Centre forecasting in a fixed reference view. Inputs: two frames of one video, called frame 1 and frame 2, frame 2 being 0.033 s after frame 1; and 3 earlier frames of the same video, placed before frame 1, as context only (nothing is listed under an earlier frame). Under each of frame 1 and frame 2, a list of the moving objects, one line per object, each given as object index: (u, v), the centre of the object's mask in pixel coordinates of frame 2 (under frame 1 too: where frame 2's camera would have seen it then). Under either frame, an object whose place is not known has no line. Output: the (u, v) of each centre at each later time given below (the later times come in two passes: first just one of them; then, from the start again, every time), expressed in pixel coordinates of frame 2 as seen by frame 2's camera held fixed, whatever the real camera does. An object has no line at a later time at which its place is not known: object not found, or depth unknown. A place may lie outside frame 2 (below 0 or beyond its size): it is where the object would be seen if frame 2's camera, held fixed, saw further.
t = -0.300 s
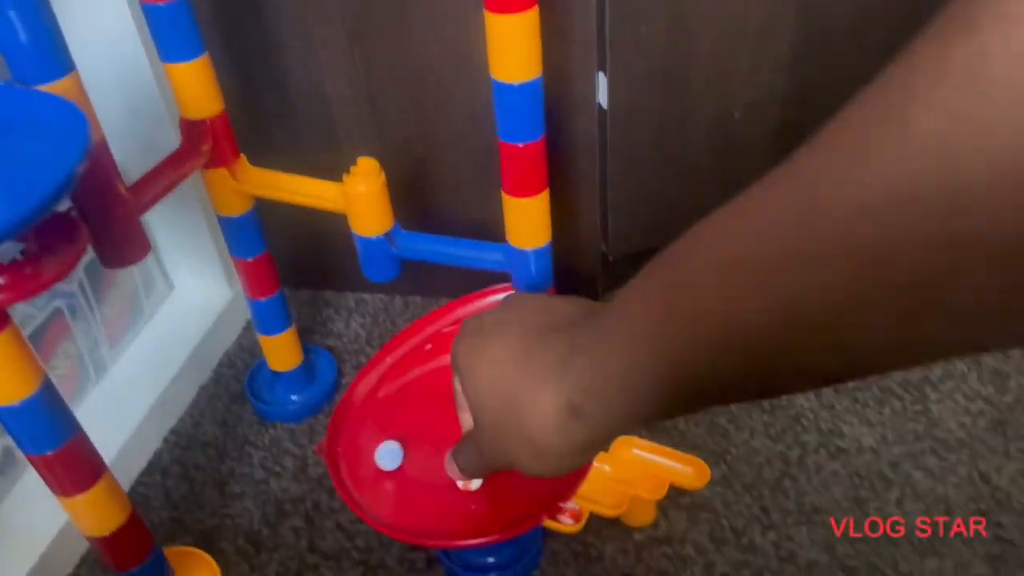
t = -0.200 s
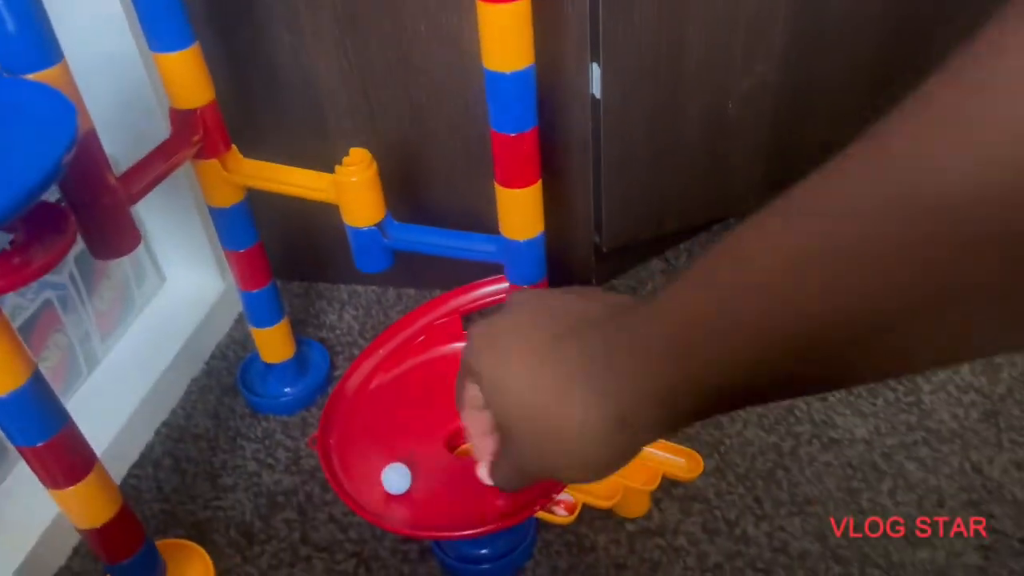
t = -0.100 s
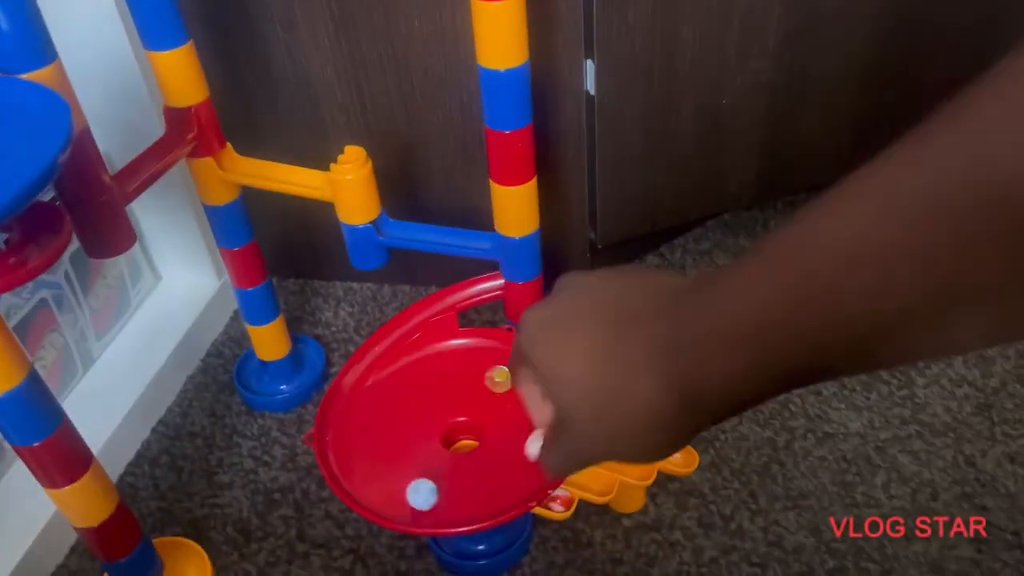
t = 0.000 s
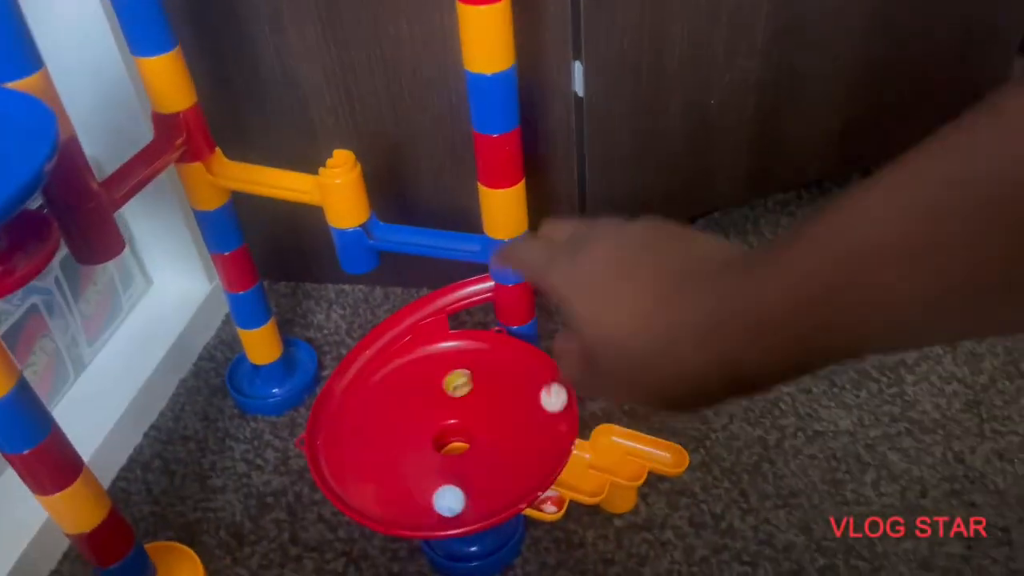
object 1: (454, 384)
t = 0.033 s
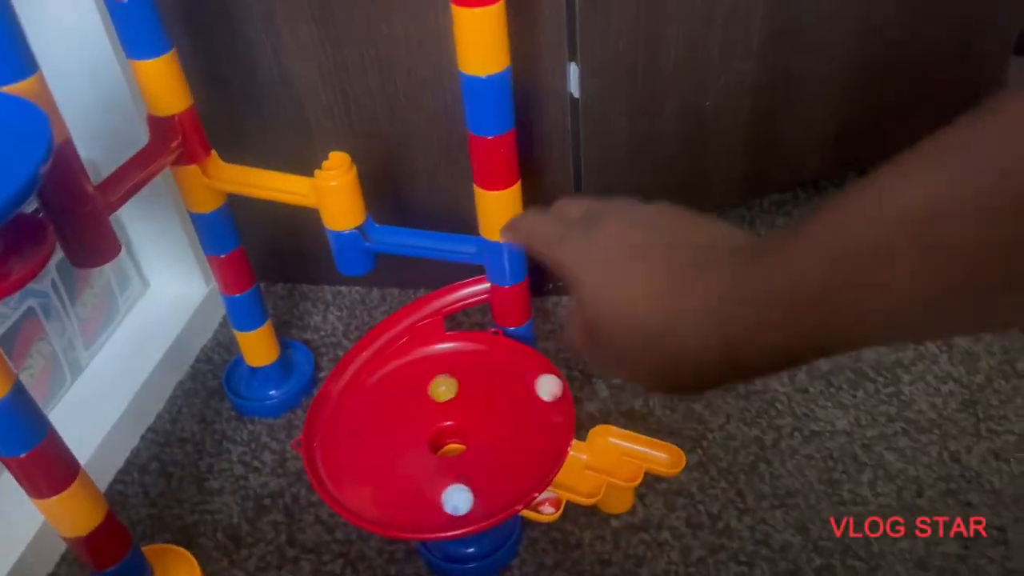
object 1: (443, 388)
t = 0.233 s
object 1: (387, 430)
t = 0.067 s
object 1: (431, 393)
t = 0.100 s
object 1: (420, 398)
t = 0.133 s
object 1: (410, 405)
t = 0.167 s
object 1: (401, 412)
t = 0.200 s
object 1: (393, 421)
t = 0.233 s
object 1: (387, 430)
